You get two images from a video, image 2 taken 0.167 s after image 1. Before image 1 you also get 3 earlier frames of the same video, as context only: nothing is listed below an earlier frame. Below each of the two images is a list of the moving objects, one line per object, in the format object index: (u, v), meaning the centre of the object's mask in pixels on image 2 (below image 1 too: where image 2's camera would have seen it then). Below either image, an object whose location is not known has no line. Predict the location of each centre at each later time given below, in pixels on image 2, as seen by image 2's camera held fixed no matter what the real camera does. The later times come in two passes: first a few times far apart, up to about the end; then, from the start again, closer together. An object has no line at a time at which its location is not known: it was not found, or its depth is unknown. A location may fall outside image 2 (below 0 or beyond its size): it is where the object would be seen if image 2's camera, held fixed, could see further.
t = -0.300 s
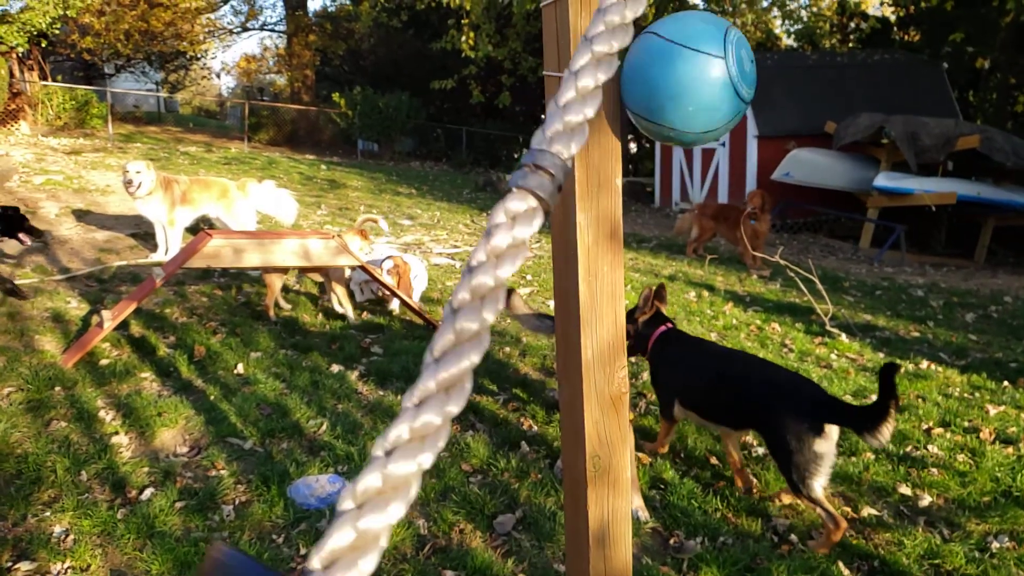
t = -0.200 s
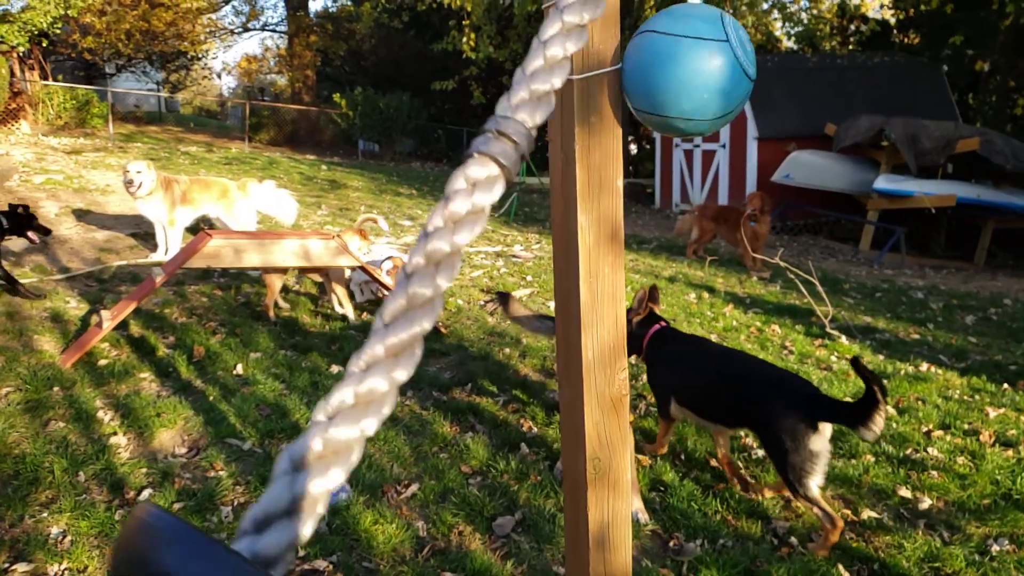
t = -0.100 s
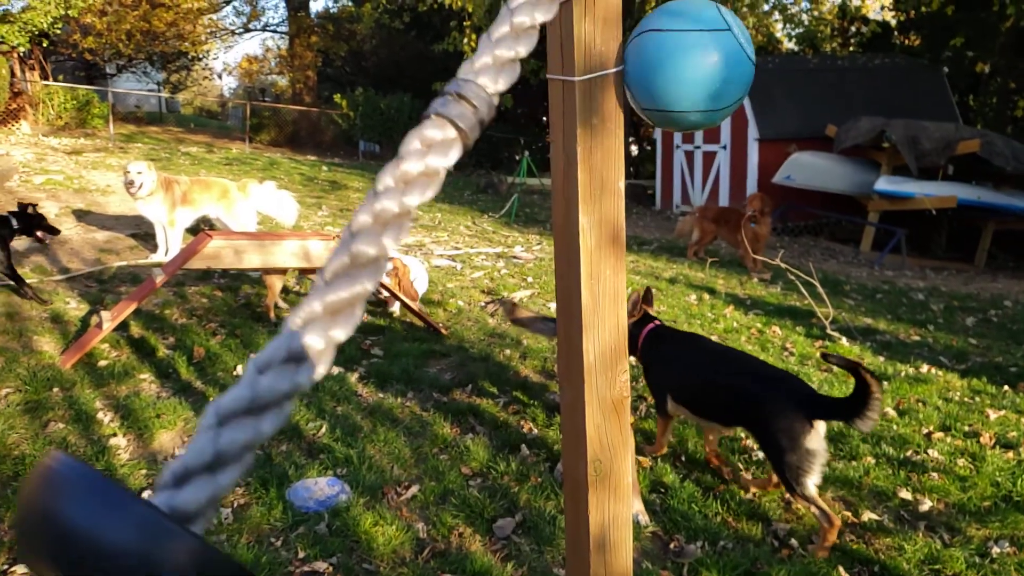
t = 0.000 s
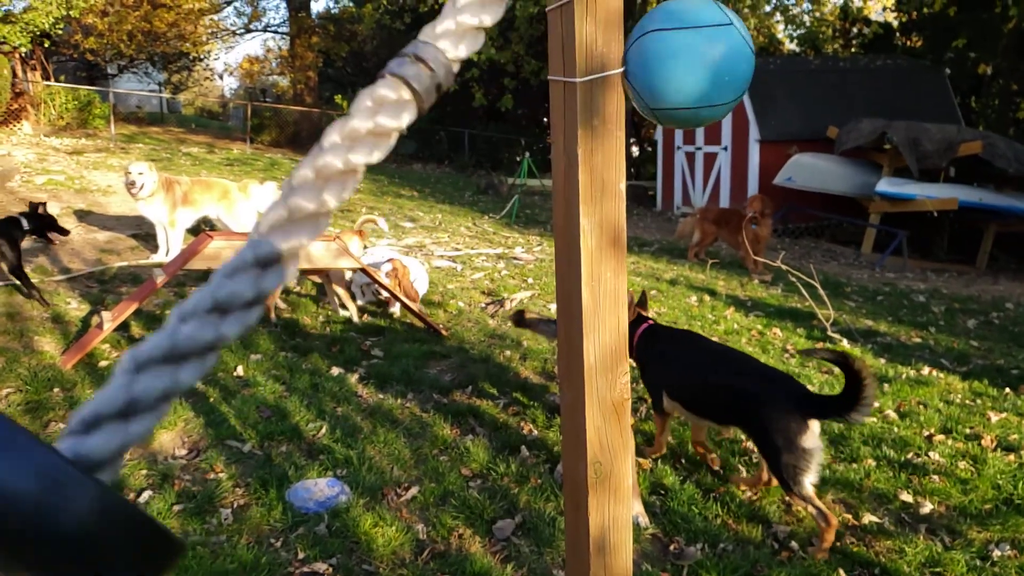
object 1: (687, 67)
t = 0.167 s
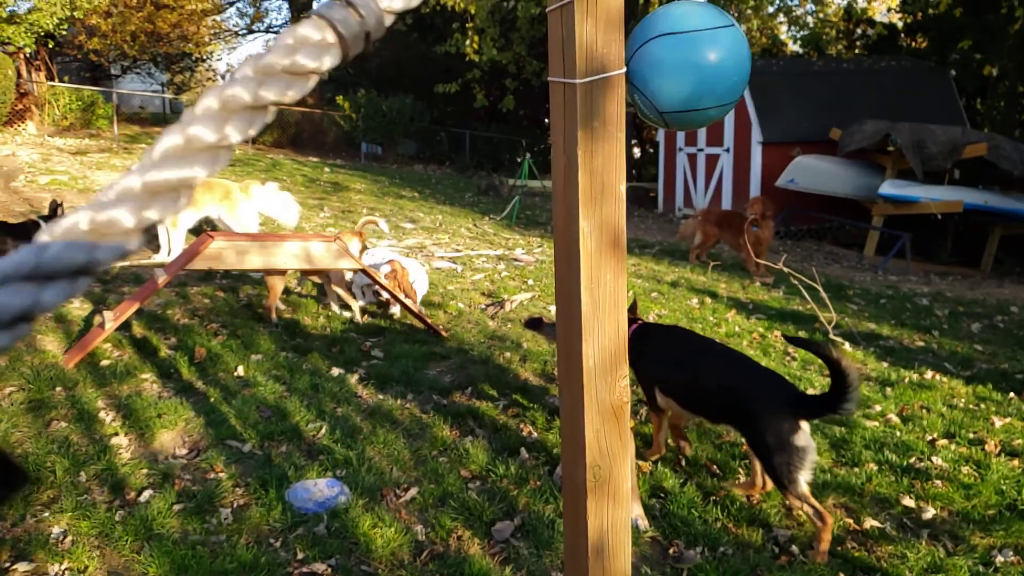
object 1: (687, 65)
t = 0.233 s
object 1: (684, 69)
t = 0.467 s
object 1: (672, 92)
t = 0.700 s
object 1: (661, 128)
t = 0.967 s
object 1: (645, 182)
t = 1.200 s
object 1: (537, 225)
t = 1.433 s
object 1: (509, 250)
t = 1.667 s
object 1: (454, 262)
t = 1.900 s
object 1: (403, 263)
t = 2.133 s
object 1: (383, 244)
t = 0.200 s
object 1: (686, 67)
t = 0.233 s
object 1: (684, 69)
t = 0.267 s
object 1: (683, 70)
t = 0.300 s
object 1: (682, 73)
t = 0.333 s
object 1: (680, 75)
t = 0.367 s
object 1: (678, 79)
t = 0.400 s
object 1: (675, 84)
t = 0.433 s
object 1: (673, 87)
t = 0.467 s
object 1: (672, 92)
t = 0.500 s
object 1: (670, 96)
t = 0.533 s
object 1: (668, 101)
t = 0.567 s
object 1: (667, 106)
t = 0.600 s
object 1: (665, 111)
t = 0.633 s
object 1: (664, 116)
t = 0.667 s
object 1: (662, 123)
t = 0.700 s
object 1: (661, 128)
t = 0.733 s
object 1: (659, 135)
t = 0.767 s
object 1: (658, 142)
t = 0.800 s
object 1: (656, 148)
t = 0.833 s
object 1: (654, 155)
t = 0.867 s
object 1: (652, 162)
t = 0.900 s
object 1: (650, 168)
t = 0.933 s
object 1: (648, 175)
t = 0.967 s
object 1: (645, 182)
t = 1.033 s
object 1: (641, 195)
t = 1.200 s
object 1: (537, 225)
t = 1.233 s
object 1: (534, 230)
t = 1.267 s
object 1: (531, 234)
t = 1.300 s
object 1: (527, 238)
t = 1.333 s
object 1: (523, 241)
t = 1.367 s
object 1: (519, 245)
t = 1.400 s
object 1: (514, 248)
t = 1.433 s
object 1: (509, 250)
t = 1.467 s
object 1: (504, 253)
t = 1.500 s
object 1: (497, 255)
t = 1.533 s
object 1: (491, 256)
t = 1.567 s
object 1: (482, 257)
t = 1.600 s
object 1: (473, 259)
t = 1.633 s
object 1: (464, 260)
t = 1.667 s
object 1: (454, 262)
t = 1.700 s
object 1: (444, 264)
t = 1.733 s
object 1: (435, 266)
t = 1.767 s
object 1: (427, 268)
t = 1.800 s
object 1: (420, 268)
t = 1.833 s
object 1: (413, 267)
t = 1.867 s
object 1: (408, 265)
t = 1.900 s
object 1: (403, 263)
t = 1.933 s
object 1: (400, 260)
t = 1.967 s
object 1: (395, 258)
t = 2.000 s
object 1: (391, 256)
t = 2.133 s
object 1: (383, 244)
